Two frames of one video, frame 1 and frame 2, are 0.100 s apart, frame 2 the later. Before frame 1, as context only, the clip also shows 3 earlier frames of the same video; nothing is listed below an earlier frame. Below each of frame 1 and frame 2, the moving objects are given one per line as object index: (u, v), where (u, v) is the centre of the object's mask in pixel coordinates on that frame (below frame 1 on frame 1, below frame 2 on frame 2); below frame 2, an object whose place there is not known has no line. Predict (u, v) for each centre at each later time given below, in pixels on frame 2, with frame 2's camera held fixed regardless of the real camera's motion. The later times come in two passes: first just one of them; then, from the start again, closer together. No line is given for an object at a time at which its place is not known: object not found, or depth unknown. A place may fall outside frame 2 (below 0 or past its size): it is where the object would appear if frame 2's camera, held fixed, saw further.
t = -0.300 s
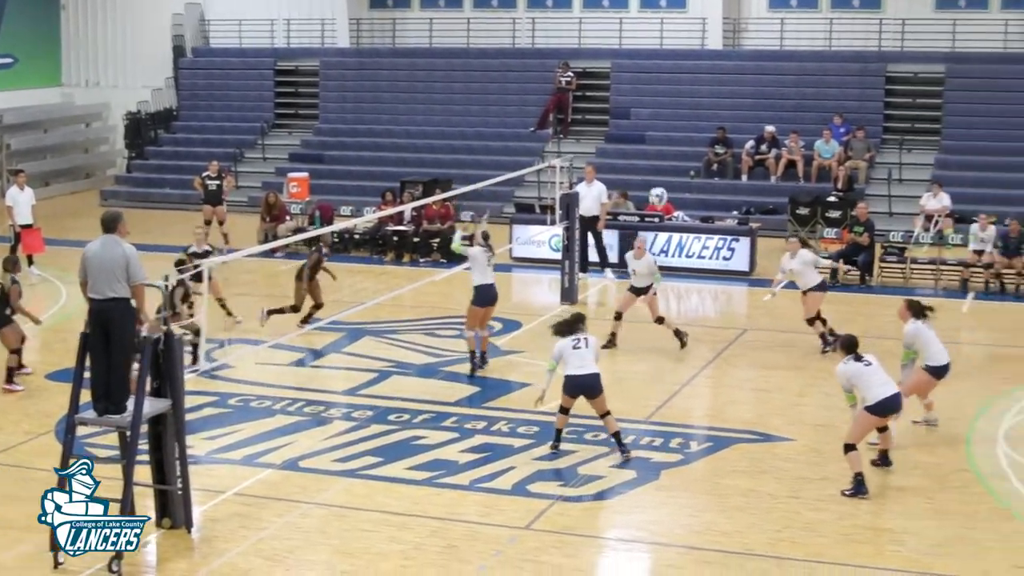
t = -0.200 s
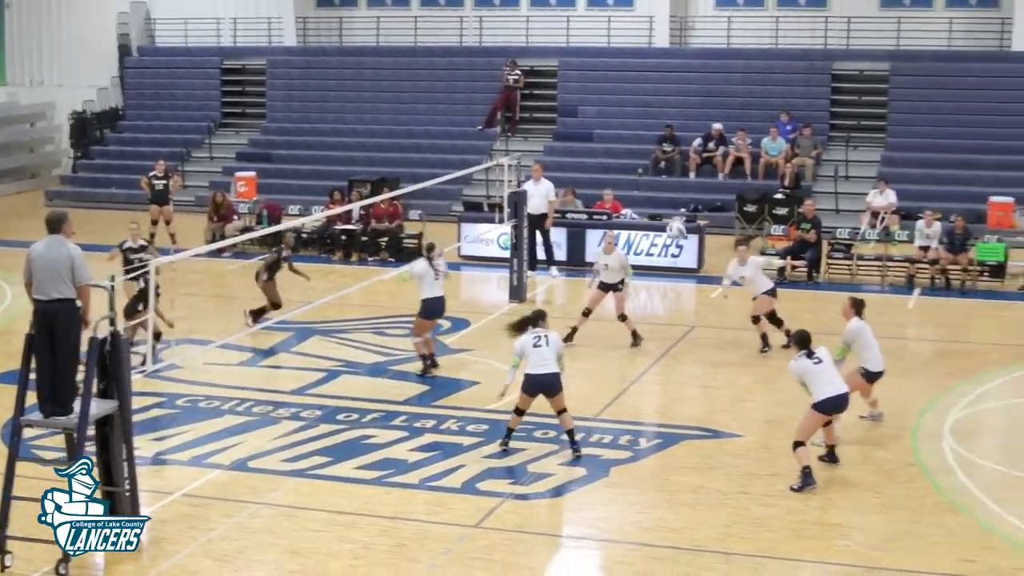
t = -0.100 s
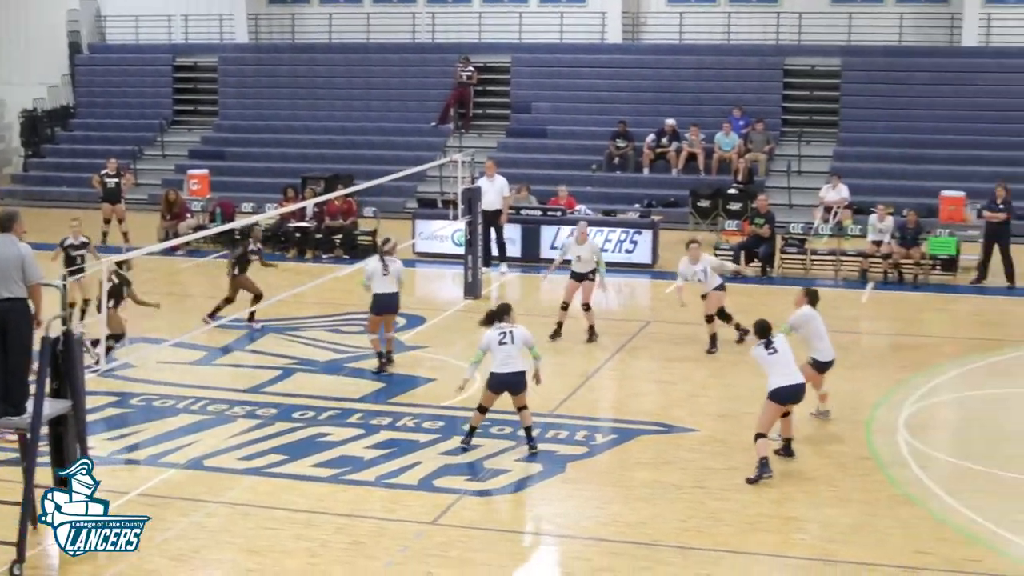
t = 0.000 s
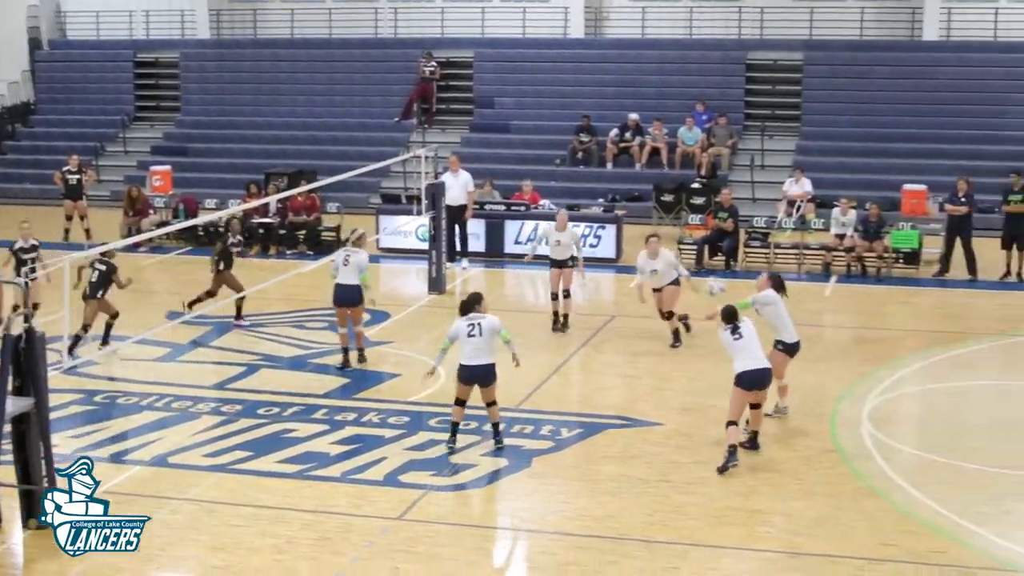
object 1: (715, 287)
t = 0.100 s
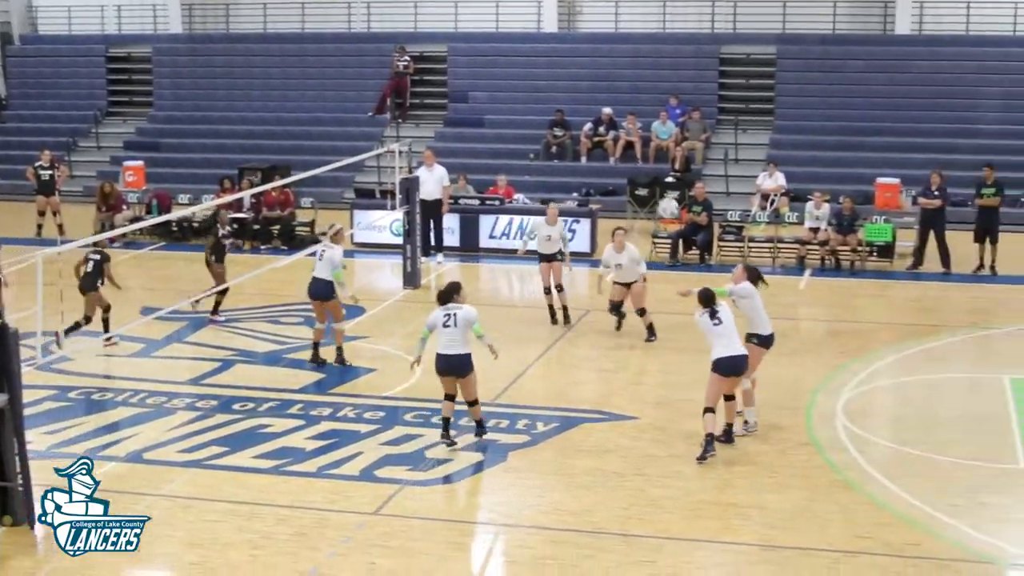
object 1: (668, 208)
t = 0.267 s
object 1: (633, 110)
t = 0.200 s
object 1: (648, 147)
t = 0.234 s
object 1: (643, 126)
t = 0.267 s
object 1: (633, 110)
